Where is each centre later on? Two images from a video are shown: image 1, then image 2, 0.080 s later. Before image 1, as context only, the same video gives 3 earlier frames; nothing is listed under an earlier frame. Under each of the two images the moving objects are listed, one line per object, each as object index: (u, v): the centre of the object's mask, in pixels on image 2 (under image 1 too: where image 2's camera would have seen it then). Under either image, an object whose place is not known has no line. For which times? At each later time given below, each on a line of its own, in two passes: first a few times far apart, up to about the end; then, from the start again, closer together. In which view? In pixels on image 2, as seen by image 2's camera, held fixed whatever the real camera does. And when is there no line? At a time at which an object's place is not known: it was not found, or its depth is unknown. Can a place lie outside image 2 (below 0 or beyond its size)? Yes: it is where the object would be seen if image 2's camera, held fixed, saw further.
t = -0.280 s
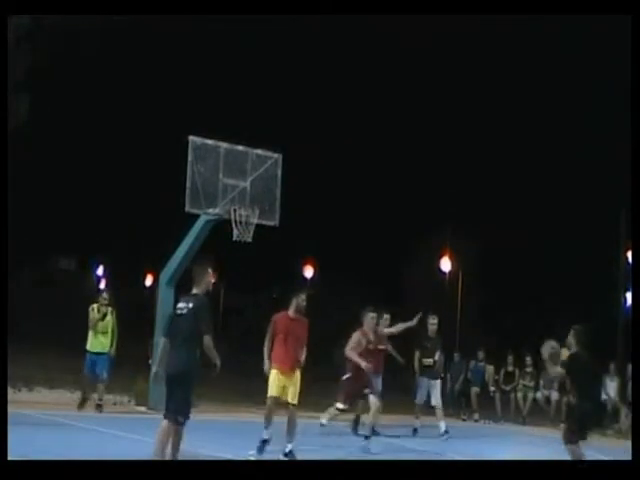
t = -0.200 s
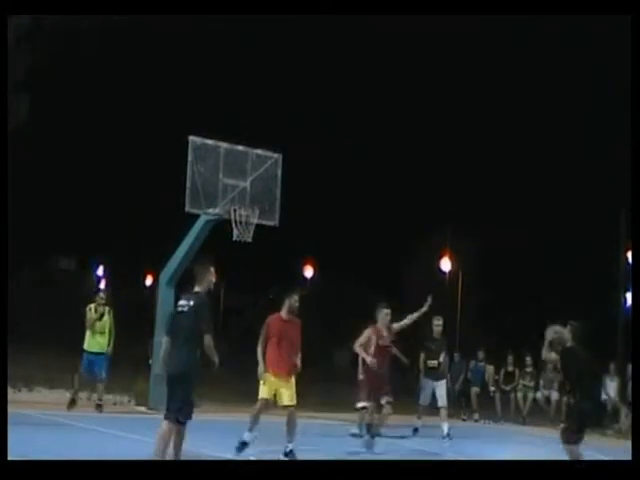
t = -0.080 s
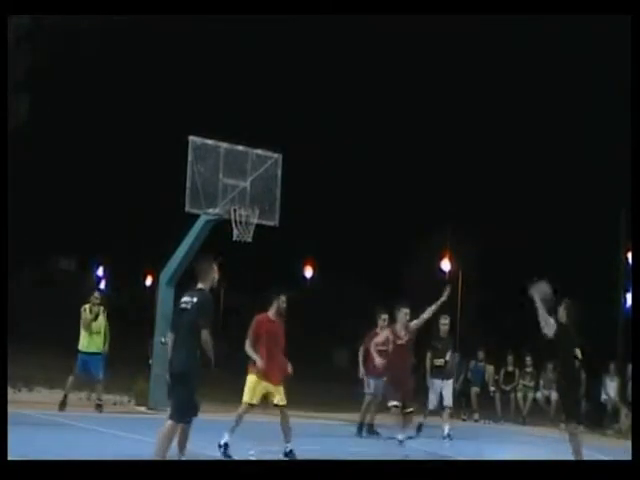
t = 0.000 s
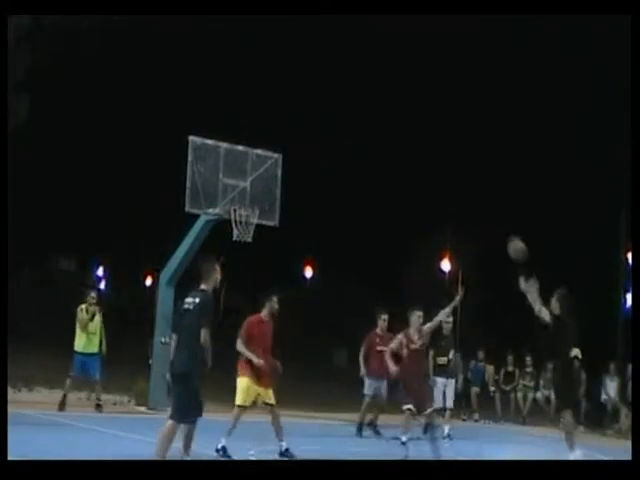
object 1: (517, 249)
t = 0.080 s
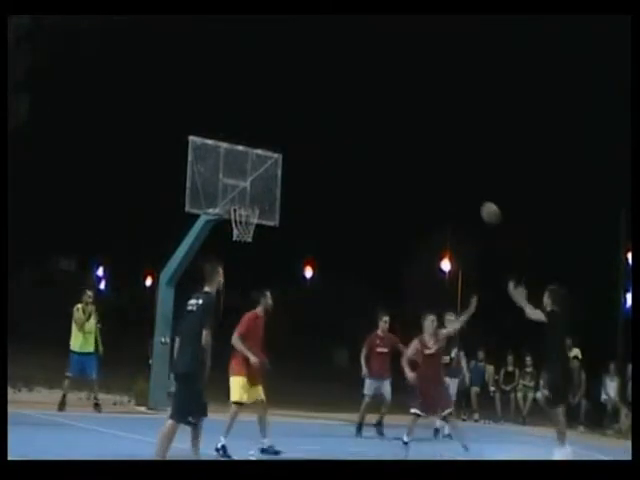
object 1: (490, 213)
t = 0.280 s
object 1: (429, 153)
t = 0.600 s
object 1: (341, 133)
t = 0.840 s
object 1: (284, 165)
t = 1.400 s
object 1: (234, 276)
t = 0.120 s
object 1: (478, 198)
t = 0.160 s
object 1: (464, 184)
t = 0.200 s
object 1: (452, 172)
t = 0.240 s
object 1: (440, 162)
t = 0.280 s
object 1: (429, 153)
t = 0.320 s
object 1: (416, 146)
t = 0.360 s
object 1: (406, 140)
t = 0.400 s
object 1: (394, 136)
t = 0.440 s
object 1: (384, 133)
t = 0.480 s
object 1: (373, 131)
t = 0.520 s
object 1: (362, 131)
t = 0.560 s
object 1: (352, 131)
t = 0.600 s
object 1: (341, 133)
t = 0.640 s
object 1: (331, 136)
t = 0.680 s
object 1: (321, 140)
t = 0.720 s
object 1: (311, 145)
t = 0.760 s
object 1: (301, 151)
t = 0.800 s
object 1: (292, 158)
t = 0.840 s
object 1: (284, 165)
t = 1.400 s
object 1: (234, 276)
